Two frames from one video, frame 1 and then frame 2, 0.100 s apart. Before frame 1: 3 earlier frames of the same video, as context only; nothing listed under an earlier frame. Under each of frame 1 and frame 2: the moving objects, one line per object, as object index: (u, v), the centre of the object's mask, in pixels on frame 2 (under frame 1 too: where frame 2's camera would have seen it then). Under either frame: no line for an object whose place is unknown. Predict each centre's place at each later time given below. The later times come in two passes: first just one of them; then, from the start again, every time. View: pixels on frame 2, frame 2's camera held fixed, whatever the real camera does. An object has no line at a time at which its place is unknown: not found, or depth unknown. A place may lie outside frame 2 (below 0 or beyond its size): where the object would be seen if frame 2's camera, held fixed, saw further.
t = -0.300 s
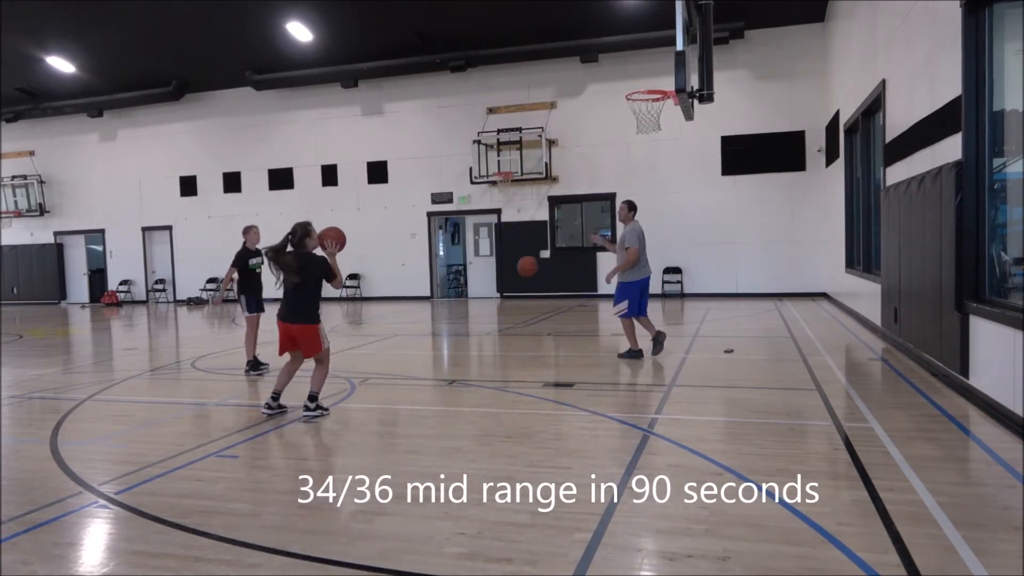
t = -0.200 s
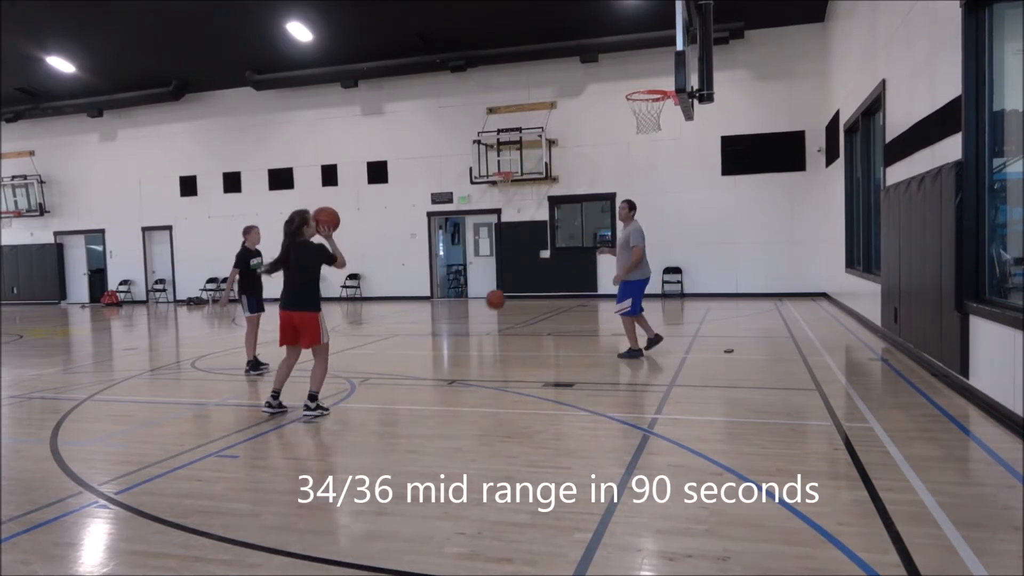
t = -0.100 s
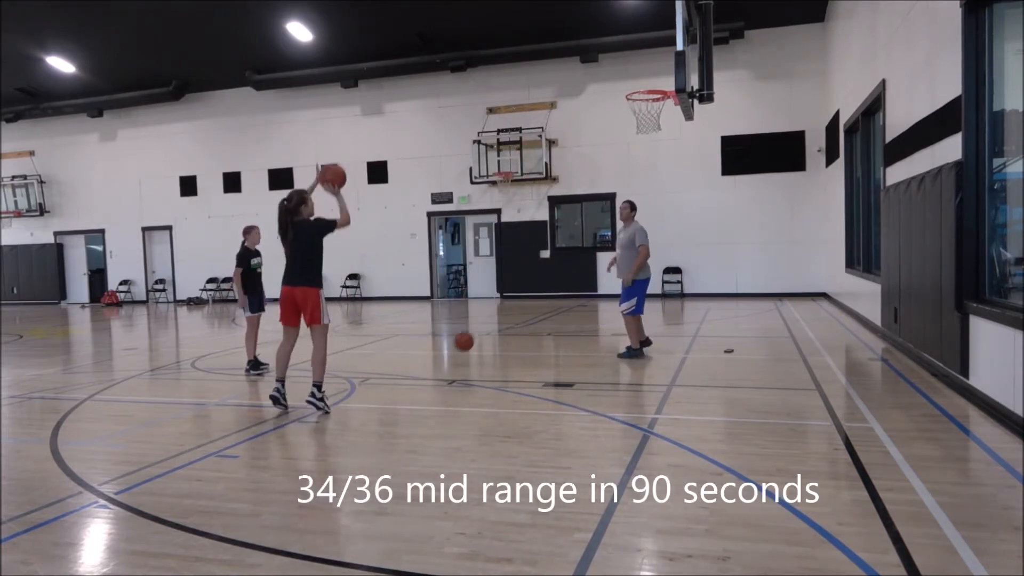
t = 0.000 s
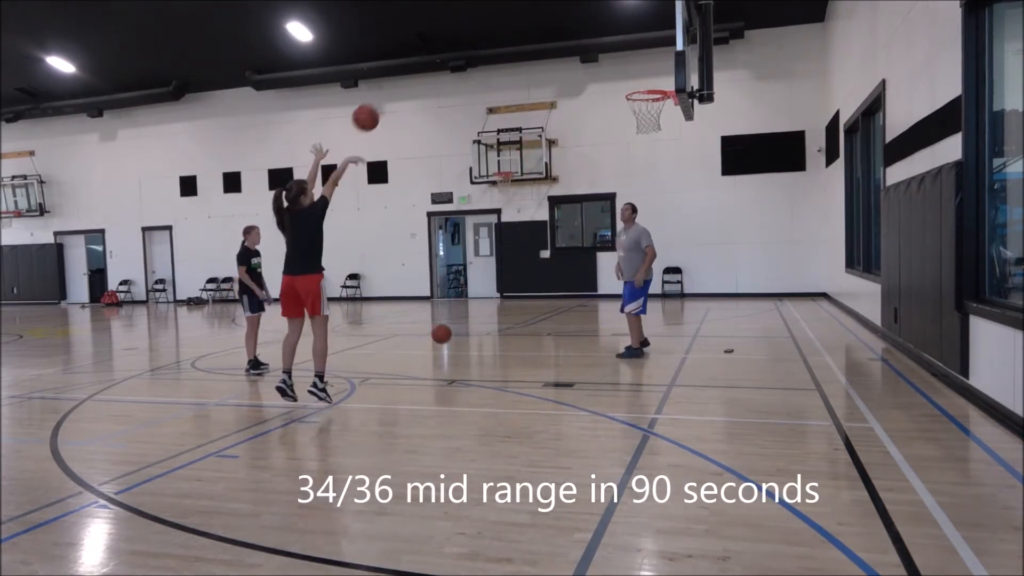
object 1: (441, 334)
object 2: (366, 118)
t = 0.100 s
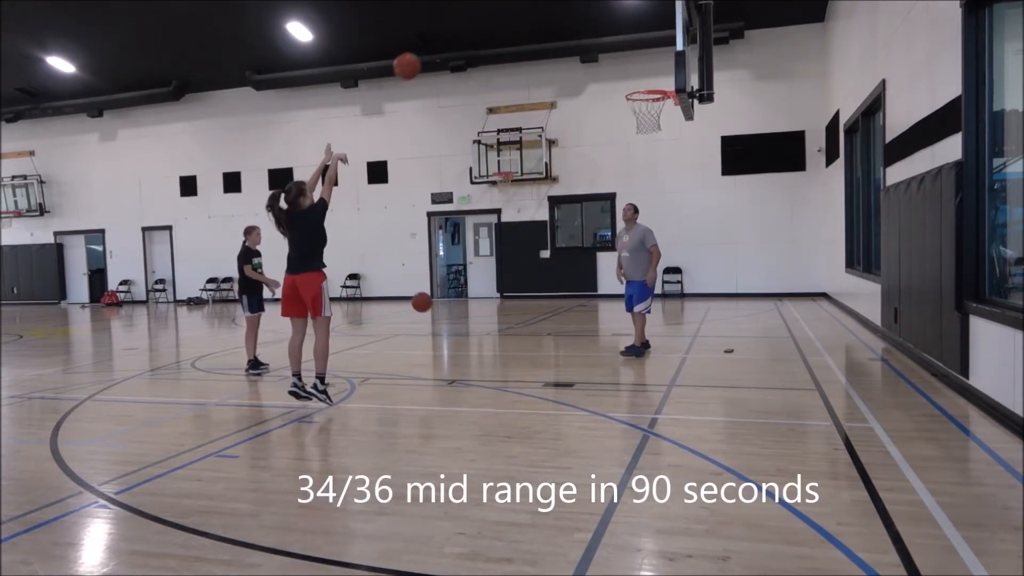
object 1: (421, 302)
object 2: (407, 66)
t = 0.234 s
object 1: (398, 277)
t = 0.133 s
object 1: (416, 294)
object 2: (419, 54)
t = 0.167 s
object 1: (410, 288)
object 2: (431, 43)
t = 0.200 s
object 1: (404, 281)
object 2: (443, 33)
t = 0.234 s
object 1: (398, 277)
